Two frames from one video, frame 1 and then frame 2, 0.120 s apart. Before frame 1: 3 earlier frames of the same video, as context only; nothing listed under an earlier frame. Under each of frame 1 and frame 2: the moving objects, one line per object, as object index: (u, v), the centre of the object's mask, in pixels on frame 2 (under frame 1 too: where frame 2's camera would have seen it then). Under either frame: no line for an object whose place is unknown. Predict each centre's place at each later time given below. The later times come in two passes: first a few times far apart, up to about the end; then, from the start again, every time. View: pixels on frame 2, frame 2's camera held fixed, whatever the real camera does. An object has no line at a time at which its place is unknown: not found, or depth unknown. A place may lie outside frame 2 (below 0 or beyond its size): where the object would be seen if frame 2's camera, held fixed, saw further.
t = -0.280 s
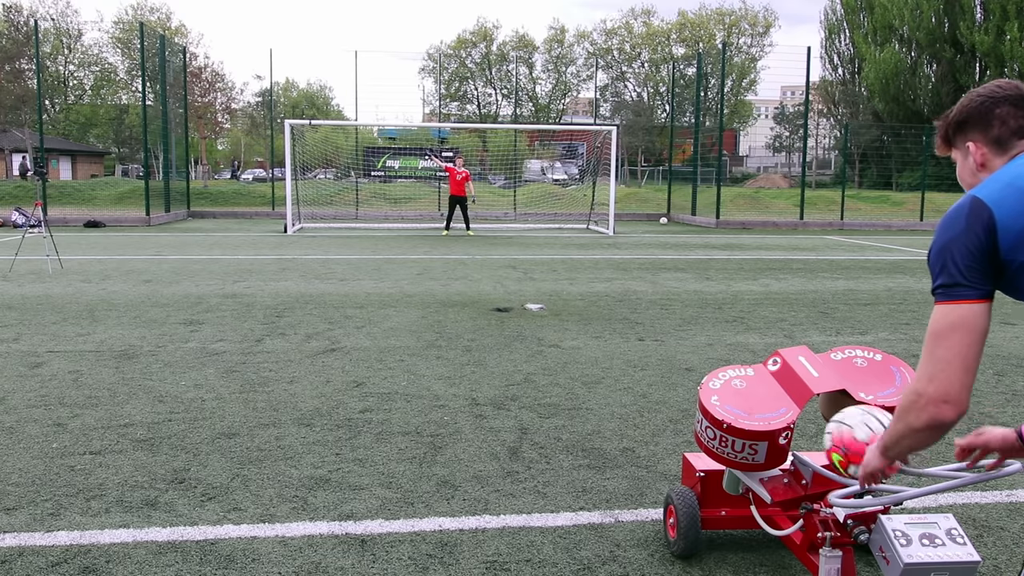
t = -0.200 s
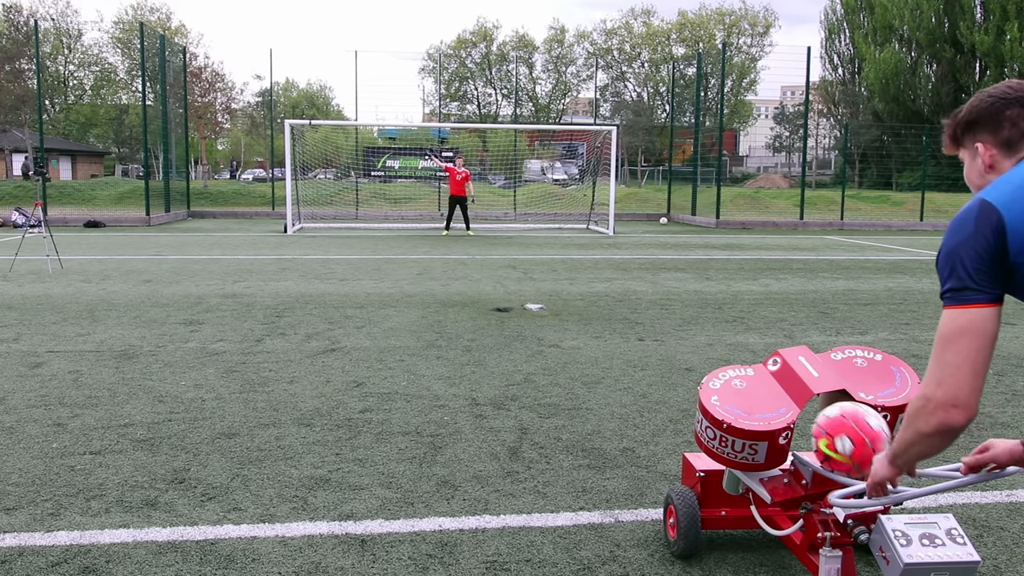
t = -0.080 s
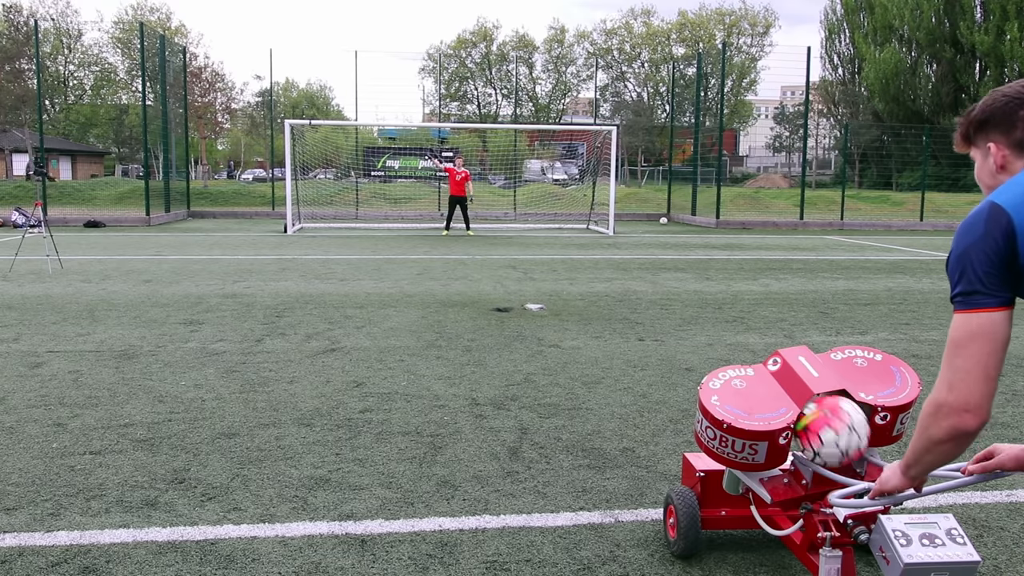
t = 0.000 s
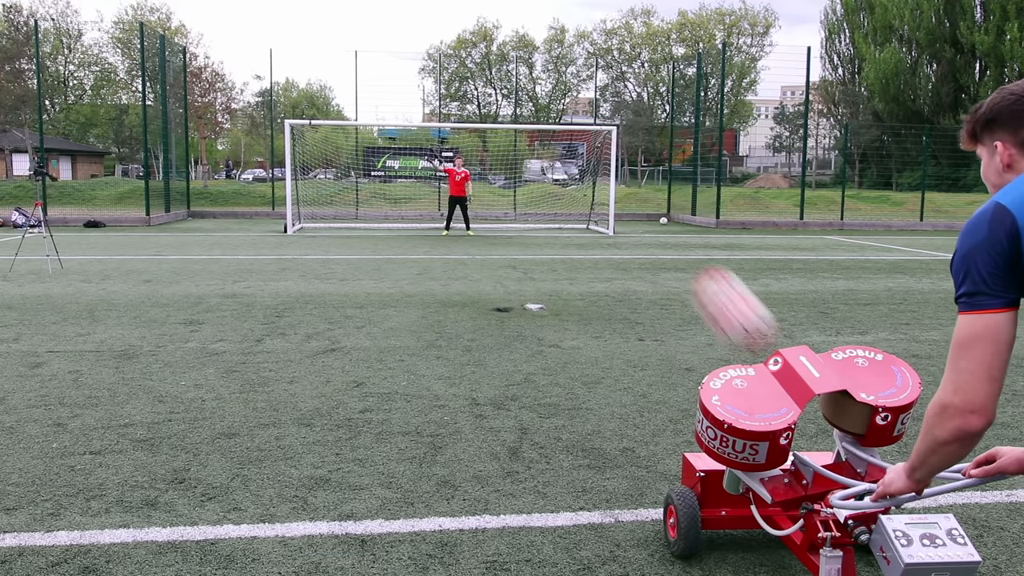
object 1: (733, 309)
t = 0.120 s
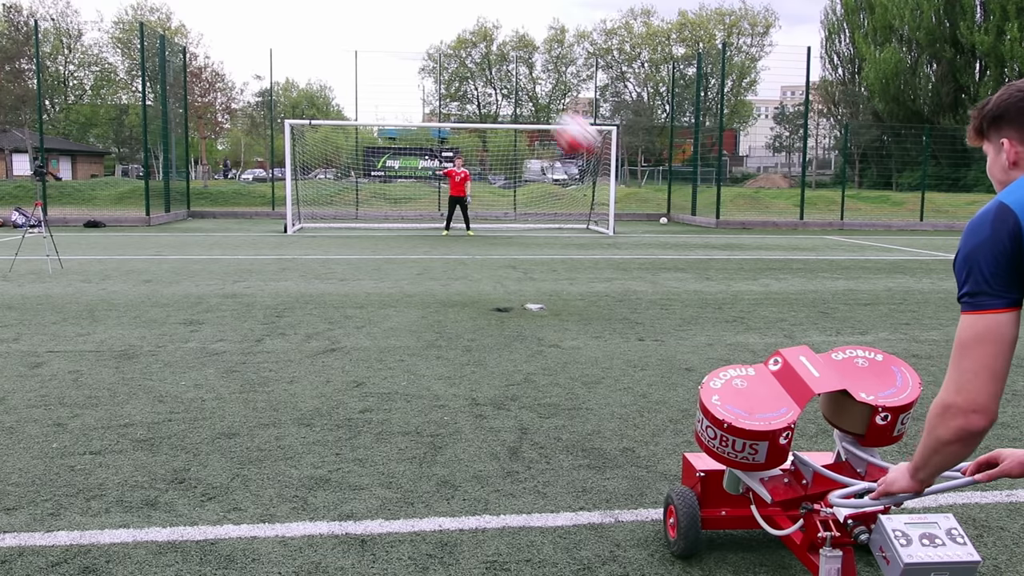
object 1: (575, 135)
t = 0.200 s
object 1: (520, 82)
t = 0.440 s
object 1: (446, 41)
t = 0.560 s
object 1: (428, 47)
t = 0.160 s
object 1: (545, 104)
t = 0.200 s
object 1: (520, 82)
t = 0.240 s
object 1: (501, 67)
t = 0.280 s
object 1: (486, 56)
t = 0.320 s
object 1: (473, 48)
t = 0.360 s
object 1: (463, 43)
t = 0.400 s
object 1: (453, 42)
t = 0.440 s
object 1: (446, 41)
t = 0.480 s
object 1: (439, 41)
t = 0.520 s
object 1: (433, 43)
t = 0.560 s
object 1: (428, 47)
